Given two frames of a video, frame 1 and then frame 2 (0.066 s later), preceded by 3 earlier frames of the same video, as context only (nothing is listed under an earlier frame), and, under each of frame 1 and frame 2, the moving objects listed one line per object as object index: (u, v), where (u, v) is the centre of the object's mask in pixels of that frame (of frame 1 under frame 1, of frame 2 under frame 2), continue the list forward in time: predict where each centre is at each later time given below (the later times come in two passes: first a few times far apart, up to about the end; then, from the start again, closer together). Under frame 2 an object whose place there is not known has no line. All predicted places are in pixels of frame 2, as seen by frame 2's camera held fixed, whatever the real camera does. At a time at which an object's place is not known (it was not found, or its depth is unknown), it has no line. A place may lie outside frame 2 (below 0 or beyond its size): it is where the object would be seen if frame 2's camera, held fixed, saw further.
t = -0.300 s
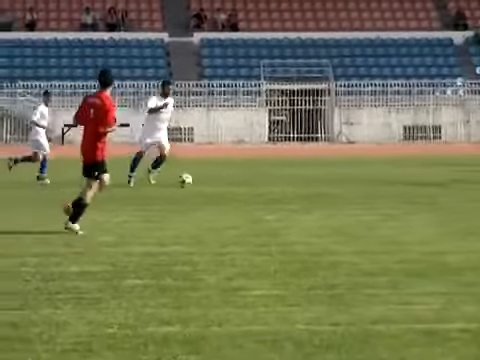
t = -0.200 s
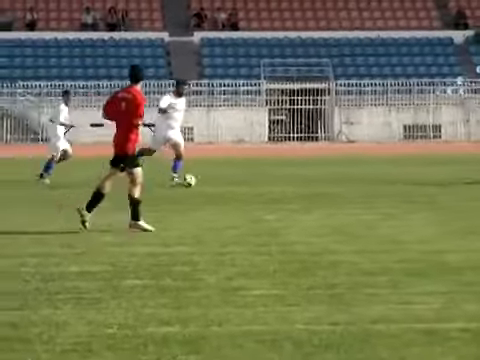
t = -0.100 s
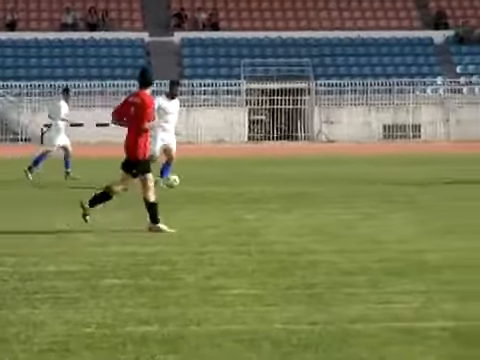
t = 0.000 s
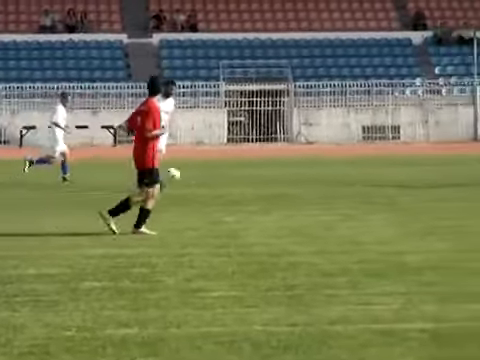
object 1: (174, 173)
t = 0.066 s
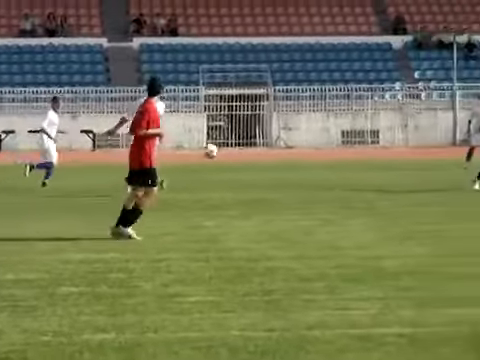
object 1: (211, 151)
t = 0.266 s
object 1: (389, 75)
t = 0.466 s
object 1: (572, 15)
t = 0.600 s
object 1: (704, -16)
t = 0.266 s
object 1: (389, 75)
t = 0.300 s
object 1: (418, 64)
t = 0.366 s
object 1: (482, 43)
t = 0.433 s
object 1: (542, 25)
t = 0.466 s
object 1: (572, 15)
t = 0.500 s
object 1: (604, 7)
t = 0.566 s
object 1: (670, -8)
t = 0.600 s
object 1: (704, -16)
